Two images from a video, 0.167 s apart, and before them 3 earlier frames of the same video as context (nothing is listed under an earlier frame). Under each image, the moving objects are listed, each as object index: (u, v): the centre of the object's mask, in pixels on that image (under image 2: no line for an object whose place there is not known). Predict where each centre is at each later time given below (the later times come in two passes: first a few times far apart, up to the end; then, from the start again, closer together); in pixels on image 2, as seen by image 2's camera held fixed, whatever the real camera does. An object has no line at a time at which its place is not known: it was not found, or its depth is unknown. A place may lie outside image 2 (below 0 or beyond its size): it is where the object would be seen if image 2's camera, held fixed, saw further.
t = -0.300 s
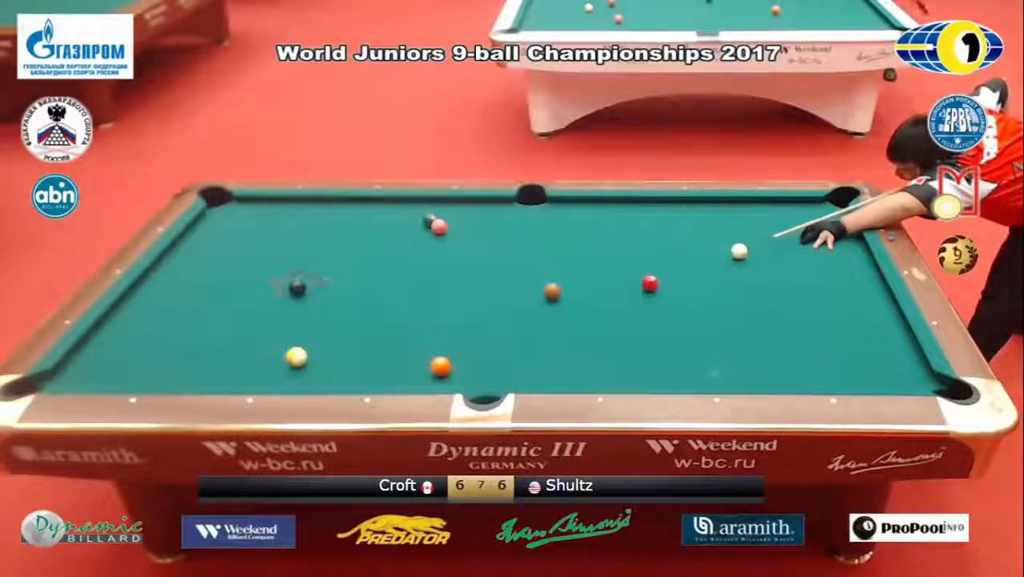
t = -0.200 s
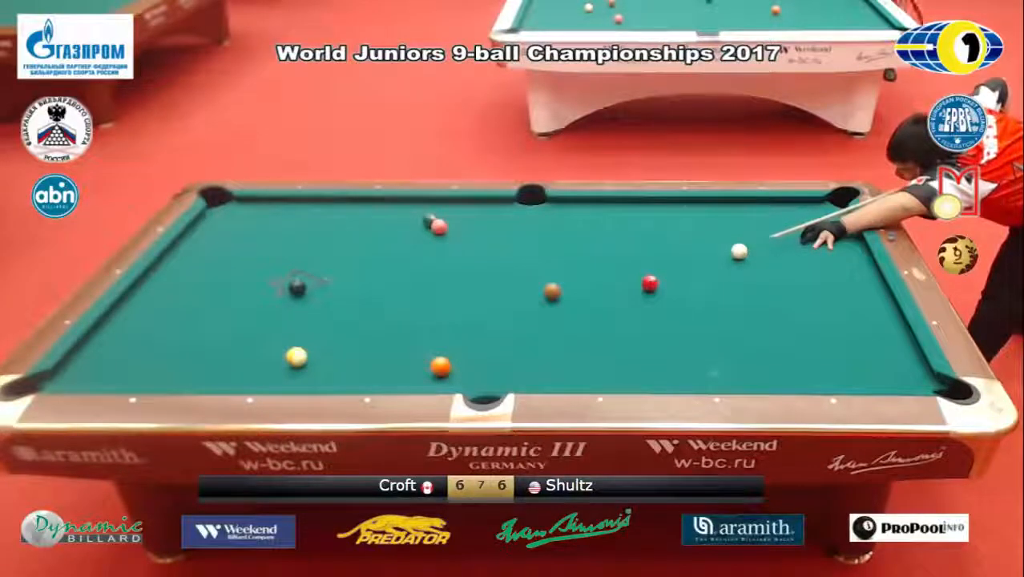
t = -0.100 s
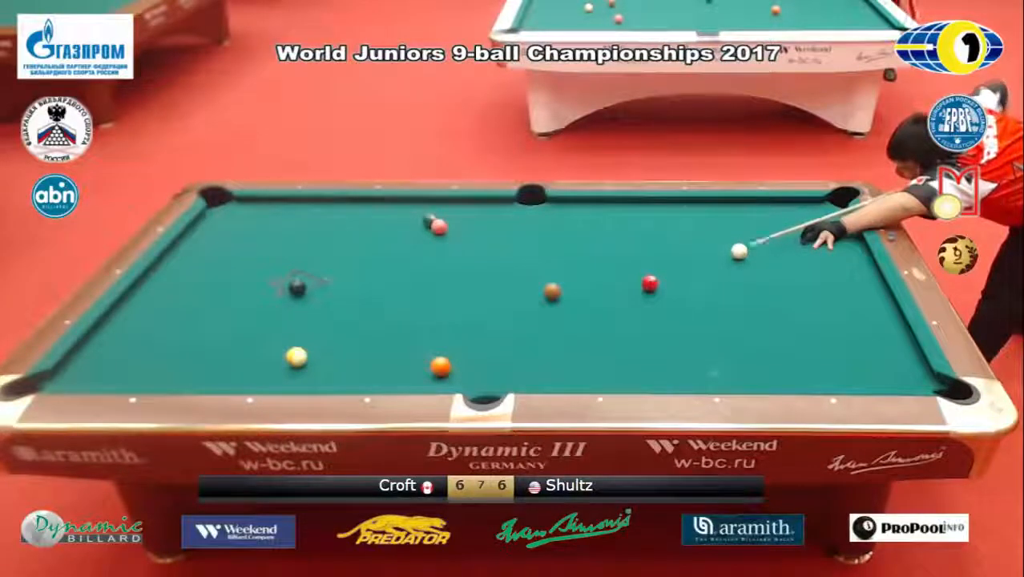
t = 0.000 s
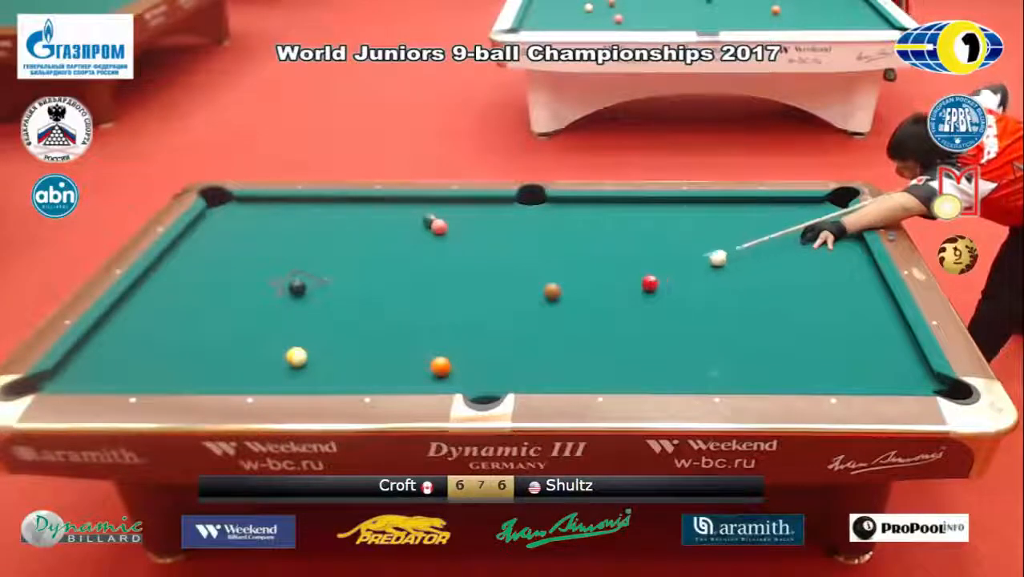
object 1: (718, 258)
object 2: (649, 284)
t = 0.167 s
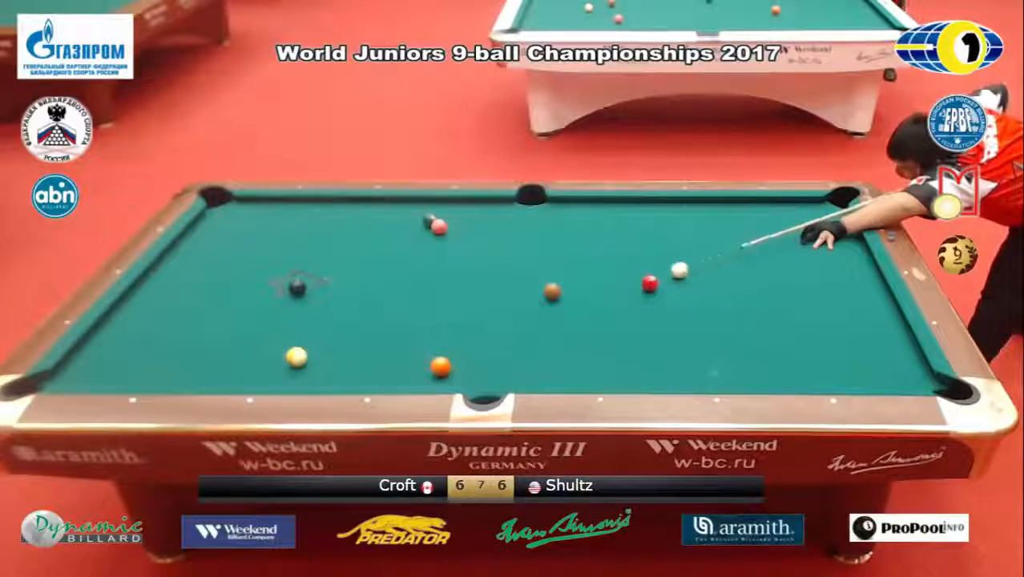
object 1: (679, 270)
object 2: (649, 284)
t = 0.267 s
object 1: (658, 276)
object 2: (646, 286)
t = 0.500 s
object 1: (634, 275)
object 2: (616, 304)
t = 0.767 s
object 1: (605, 275)
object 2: (584, 326)
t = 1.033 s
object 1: (578, 274)
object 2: (550, 347)
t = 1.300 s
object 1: (554, 274)
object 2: (516, 367)
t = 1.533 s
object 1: (532, 274)
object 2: (486, 387)
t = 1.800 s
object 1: (510, 275)
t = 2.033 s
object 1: (492, 275)
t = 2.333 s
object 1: (470, 275)
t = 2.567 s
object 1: (454, 275)
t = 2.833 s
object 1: (438, 275)
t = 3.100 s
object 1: (423, 275)
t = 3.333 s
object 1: (411, 275)
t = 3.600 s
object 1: (399, 275)
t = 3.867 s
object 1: (389, 275)
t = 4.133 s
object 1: (380, 276)
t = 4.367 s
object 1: (373, 276)
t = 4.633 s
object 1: (367, 276)
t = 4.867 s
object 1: (363, 277)
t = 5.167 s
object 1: (359, 277)
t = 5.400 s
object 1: (357, 278)
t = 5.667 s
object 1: (355, 278)
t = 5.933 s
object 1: (355, 278)
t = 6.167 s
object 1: (355, 278)
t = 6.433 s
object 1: (355, 278)
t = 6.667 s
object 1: (355, 277)
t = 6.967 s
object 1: (355, 277)
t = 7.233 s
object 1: (355, 278)
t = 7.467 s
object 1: (355, 278)
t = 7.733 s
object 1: (355, 277)
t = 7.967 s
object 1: (355, 277)
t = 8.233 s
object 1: (355, 278)
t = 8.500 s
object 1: (355, 278)
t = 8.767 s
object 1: (355, 278)
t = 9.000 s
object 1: (355, 278)
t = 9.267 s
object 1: (355, 278)
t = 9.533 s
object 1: (355, 278)
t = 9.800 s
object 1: (355, 277)
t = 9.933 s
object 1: (355, 278)
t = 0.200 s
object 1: (672, 273)
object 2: (649, 284)
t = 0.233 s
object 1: (663, 275)
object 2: (649, 284)
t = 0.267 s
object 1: (658, 276)
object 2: (646, 286)
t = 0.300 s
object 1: (655, 276)
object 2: (642, 290)
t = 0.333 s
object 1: (652, 275)
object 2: (637, 291)
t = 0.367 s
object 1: (649, 275)
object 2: (632, 296)
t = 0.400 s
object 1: (645, 275)
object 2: (627, 298)
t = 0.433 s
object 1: (641, 275)
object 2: (623, 300)
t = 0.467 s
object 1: (637, 275)
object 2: (620, 302)
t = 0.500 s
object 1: (634, 275)
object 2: (616, 304)
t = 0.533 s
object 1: (630, 275)
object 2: (611, 307)
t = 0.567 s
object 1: (626, 275)
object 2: (608, 310)
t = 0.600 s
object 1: (623, 275)
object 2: (605, 313)
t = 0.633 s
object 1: (619, 275)
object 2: (600, 315)
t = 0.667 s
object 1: (615, 275)
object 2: (596, 318)
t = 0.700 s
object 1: (612, 275)
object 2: (592, 321)
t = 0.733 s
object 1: (609, 275)
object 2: (588, 324)
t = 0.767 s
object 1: (605, 275)
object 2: (584, 326)
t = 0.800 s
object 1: (602, 275)
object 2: (579, 328)
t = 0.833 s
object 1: (598, 275)
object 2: (575, 331)
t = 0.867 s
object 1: (595, 275)
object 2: (572, 333)
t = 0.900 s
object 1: (592, 275)
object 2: (568, 336)
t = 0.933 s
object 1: (588, 275)
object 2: (563, 338)
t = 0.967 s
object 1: (585, 274)
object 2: (559, 341)
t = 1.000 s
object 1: (582, 274)
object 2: (555, 344)
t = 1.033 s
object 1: (578, 274)
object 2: (550, 347)
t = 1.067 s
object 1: (575, 274)
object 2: (546, 349)
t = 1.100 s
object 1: (572, 274)
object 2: (542, 353)
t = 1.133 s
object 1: (569, 274)
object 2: (537, 353)
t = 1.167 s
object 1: (564, 274)
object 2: (533, 357)
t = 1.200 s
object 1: (562, 274)
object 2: (529, 360)
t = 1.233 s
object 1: (559, 274)
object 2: (525, 362)
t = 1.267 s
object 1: (556, 274)
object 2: (520, 365)
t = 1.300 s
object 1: (554, 274)
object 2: (516, 367)
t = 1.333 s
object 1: (551, 274)
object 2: (512, 371)
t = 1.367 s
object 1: (547, 274)
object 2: (508, 373)
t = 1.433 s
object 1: (542, 274)
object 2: (498, 379)
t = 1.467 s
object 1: (538, 274)
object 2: (494, 382)
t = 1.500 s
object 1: (535, 274)
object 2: (489, 384)
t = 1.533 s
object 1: (532, 274)
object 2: (486, 387)
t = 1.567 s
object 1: (529, 274)
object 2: (480, 392)
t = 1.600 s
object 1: (526, 274)
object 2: (477, 396)
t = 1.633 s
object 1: (524, 274)
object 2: (475, 401)
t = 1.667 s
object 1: (521, 274)
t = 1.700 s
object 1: (518, 274)
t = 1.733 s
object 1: (516, 275)
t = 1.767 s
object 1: (513, 275)
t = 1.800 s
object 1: (510, 275)
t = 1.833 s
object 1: (507, 275)
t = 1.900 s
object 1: (502, 275)
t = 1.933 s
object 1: (499, 275)
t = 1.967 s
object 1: (497, 275)
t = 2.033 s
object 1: (492, 275)
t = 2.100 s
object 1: (487, 275)
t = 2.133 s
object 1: (484, 275)
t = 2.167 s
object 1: (482, 275)
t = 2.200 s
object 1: (479, 275)
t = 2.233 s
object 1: (477, 275)
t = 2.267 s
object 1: (475, 275)
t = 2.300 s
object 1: (472, 275)
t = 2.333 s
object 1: (470, 275)
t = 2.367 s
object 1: (467, 275)
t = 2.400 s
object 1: (465, 275)
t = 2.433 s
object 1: (463, 275)
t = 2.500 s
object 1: (459, 275)
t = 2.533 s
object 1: (457, 275)
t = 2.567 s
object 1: (454, 275)
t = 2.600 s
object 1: (452, 275)
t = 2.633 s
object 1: (450, 275)
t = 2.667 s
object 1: (448, 275)
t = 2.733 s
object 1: (444, 275)
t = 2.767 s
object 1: (442, 275)
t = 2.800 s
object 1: (440, 275)
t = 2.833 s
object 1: (438, 275)
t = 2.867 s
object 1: (436, 275)
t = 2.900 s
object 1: (434, 275)
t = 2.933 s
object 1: (432, 275)
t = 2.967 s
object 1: (430, 275)
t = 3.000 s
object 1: (428, 275)
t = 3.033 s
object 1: (427, 275)
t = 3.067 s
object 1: (425, 275)
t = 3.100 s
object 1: (423, 275)
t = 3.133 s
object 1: (421, 275)
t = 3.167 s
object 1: (420, 275)
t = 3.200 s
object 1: (418, 275)
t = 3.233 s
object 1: (416, 275)
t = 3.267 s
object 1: (415, 275)
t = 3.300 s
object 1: (413, 275)
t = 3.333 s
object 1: (411, 275)
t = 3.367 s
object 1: (410, 275)
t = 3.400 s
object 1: (408, 275)
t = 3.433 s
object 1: (406, 275)
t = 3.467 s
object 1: (405, 275)
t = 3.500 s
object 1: (403, 275)
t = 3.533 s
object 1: (402, 275)
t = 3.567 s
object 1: (401, 275)
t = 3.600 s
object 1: (399, 275)
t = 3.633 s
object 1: (398, 275)
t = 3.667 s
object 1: (396, 275)
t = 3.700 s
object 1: (395, 275)
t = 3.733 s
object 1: (394, 275)
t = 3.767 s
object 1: (392, 275)
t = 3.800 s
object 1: (391, 275)
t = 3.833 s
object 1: (390, 275)
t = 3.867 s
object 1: (389, 275)
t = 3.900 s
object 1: (388, 275)
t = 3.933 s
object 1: (387, 275)
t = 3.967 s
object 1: (385, 275)
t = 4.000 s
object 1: (384, 275)
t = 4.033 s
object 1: (383, 275)
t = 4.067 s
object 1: (382, 276)
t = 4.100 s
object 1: (381, 276)
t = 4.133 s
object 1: (380, 276)
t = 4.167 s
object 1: (379, 276)
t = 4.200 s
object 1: (378, 276)
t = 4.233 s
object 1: (377, 276)
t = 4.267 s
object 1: (376, 276)
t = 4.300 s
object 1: (375, 276)
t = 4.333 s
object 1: (374, 276)
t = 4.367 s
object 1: (373, 276)
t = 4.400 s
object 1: (373, 276)
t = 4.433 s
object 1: (372, 276)
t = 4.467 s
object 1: (371, 276)
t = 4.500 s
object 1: (370, 276)
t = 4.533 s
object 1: (369, 276)
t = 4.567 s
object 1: (368, 276)
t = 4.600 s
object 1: (368, 276)
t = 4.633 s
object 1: (367, 276)
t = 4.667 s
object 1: (366, 276)
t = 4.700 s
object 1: (366, 276)
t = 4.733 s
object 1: (365, 276)
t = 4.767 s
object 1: (365, 276)
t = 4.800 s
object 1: (364, 276)
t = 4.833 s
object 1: (364, 276)
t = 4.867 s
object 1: (363, 277)
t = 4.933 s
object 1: (362, 277)
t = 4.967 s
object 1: (361, 277)
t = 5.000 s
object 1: (361, 277)
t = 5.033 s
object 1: (360, 277)
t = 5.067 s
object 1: (360, 277)
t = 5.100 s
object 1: (359, 277)
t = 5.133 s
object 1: (359, 277)
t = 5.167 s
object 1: (359, 277)
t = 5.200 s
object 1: (358, 278)
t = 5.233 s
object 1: (358, 278)
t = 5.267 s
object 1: (358, 278)
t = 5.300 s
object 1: (357, 278)
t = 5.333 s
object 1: (357, 278)
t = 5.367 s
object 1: (357, 278)
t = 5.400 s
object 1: (357, 278)
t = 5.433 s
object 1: (356, 278)
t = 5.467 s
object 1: (356, 278)
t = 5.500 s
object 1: (356, 278)
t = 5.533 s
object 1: (356, 278)
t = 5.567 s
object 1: (355, 278)
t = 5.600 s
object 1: (355, 278)
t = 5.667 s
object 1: (355, 278)
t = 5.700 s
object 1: (355, 278)
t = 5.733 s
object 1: (355, 278)
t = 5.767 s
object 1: (355, 278)
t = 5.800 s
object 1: (355, 278)
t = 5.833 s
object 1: (355, 278)
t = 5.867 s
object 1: (355, 278)
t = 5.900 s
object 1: (355, 278)
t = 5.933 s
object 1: (355, 278)
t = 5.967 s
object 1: (355, 278)
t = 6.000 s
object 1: (355, 278)
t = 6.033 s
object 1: (355, 278)
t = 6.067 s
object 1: (355, 278)
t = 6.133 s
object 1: (355, 278)
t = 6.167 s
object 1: (355, 278)
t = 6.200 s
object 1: (355, 278)
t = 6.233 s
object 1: (355, 278)
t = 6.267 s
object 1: (355, 278)
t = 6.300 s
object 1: (355, 278)
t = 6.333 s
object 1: (355, 278)
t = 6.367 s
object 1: (355, 278)
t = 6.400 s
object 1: (355, 278)
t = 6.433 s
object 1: (355, 278)
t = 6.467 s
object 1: (355, 278)
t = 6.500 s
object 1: (355, 278)
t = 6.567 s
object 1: (355, 278)
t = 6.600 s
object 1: (355, 277)
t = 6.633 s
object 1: (355, 277)
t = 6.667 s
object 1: (355, 277)
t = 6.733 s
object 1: (355, 277)
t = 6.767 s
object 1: (355, 277)
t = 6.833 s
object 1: (355, 277)
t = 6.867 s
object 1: (355, 277)
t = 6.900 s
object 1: (355, 277)
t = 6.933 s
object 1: (355, 277)
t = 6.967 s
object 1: (355, 277)
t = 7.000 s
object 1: (355, 277)
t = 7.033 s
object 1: (355, 277)
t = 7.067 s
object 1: (355, 277)
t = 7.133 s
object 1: (355, 277)
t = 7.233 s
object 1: (355, 278)
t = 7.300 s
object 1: (355, 278)
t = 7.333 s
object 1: (355, 278)
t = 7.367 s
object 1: (355, 278)
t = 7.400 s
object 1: (355, 278)
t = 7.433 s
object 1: (355, 278)
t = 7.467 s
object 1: (355, 278)
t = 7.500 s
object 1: (355, 278)
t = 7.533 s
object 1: (355, 278)
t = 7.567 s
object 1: (355, 278)
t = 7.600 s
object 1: (355, 278)
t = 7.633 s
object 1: (355, 278)
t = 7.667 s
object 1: (355, 277)
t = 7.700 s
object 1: (355, 277)
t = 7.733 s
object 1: (355, 277)
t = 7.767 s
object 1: (355, 277)
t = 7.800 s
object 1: (355, 277)
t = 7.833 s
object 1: (355, 277)
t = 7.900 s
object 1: (355, 277)
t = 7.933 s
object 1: (355, 277)
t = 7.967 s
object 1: (355, 277)
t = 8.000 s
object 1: (355, 277)
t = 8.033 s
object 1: (355, 277)
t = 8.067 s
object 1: (355, 277)
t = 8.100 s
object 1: (355, 277)
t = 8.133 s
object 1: (355, 277)
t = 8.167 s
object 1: (355, 277)
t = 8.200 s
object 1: (355, 278)
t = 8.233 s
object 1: (355, 278)
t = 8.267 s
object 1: (355, 278)
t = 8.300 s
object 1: (355, 278)
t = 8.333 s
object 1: (355, 278)
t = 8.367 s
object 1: (355, 278)
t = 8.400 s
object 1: (355, 278)
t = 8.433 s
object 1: (355, 278)
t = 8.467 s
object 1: (355, 278)
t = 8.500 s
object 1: (355, 278)
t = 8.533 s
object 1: (355, 278)
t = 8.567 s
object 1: (355, 278)
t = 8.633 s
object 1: (355, 278)
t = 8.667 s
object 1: (355, 278)
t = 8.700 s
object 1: (355, 278)
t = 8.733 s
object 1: (355, 278)
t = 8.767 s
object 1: (355, 278)
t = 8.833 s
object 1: (355, 278)
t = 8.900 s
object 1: (355, 278)
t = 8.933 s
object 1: (355, 278)
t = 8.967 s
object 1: (355, 278)
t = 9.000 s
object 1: (355, 278)
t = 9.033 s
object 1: (355, 278)
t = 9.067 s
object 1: (355, 278)
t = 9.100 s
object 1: (355, 278)
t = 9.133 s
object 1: (355, 278)
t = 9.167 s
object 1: (355, 278)
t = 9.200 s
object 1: (355, 278)
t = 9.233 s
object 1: (355, 278)
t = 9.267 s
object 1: (355, 278)
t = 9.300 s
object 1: (355, 278)
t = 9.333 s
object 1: (355, 278)
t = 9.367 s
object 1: (355, 278)
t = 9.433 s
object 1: (355, 278)
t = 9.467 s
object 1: (355, 278)
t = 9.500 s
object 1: (355, 278)
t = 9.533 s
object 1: (355, 278)
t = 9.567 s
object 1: (355, 278)
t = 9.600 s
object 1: (355, 278)
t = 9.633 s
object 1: (355, 278)
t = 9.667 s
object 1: (355, 278)
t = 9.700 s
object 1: (355, 278)
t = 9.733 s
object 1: (355, 278)
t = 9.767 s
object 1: (355, 278)
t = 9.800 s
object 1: (355, 277)
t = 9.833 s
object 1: (355, 278)
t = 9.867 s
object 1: (355, 277)
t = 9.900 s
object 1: (355, 277)
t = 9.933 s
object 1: (355, 278)
